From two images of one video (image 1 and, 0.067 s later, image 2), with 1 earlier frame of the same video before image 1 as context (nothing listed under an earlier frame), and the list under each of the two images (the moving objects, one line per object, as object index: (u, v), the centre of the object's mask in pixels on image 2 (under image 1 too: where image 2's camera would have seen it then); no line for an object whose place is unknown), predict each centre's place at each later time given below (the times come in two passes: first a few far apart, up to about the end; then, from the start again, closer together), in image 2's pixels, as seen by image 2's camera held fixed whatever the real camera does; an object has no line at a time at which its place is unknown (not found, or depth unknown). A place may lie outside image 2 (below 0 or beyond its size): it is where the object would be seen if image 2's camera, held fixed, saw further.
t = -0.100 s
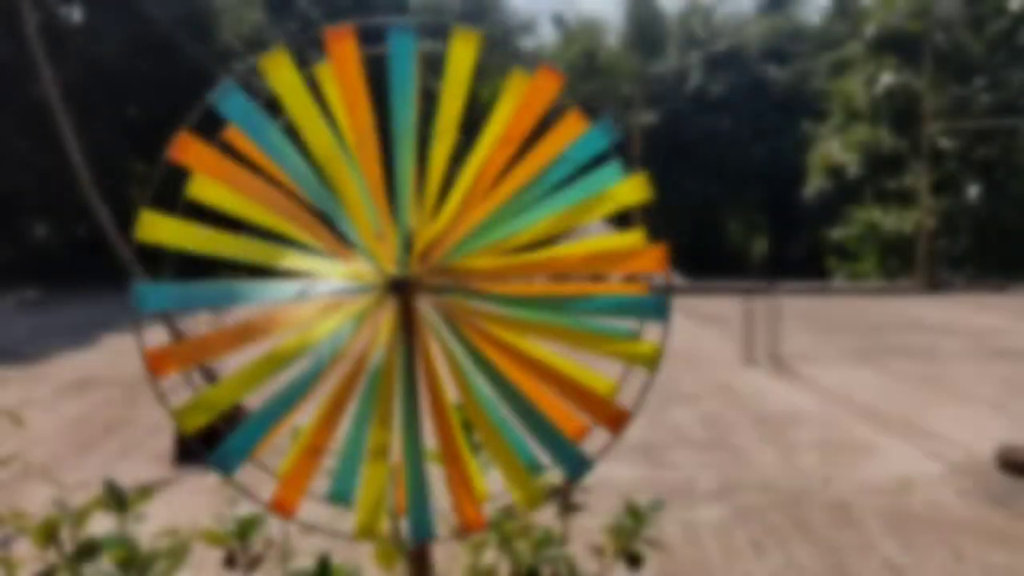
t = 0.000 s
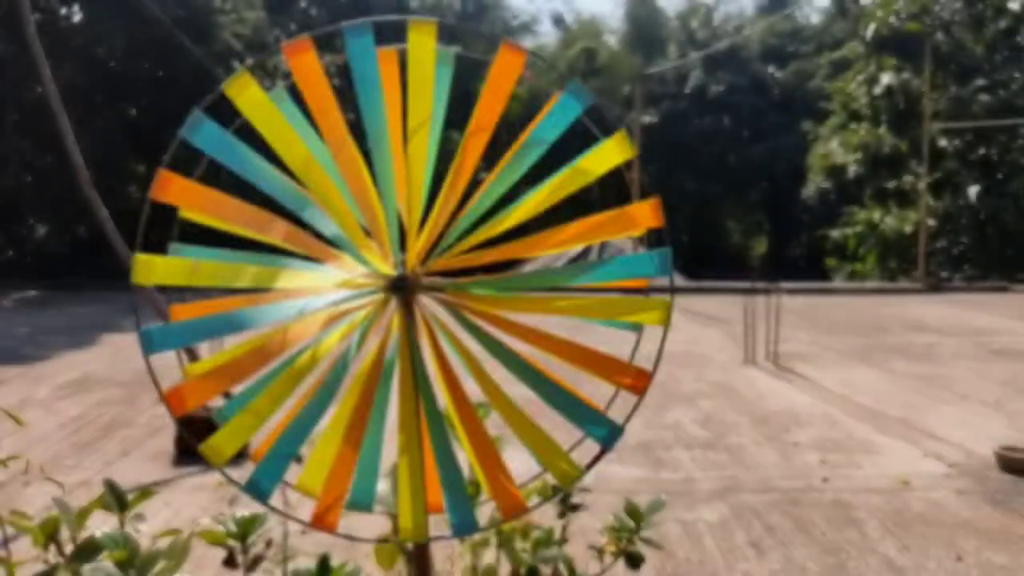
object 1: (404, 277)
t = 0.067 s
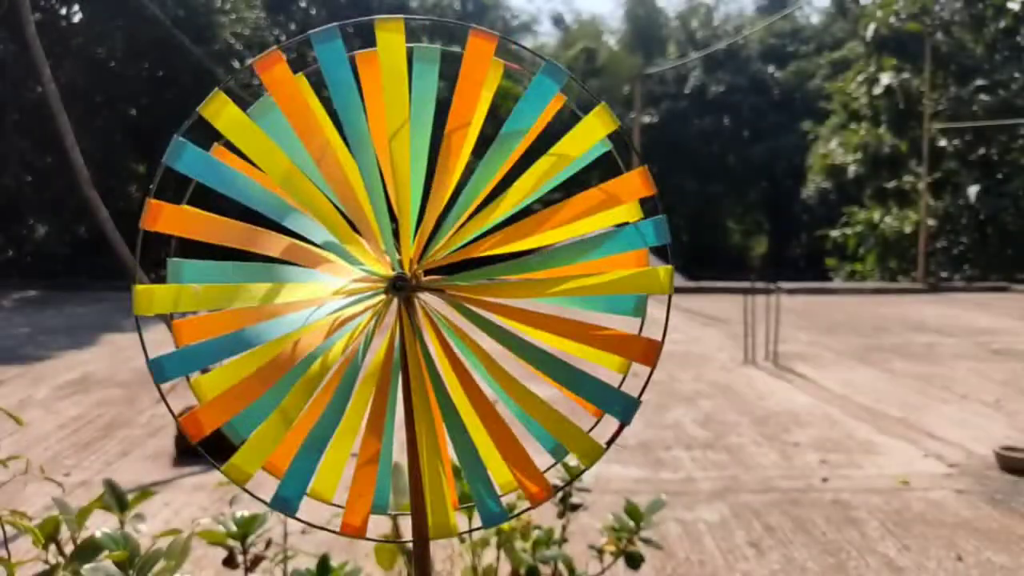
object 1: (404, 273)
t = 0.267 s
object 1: (403, 269)
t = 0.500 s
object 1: (407, 268)
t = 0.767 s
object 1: (407, 267)
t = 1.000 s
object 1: (407, 266)
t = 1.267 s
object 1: (402, 266)
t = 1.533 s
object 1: (398, 263)
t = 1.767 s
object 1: (393, 265)
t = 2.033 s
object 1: (383, 273)
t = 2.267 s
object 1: (405, 278)
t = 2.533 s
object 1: (389, 263)
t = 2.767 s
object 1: (389, 277)
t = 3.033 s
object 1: (391, 262)
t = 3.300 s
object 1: (400, 274)
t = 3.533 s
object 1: (386, 269)
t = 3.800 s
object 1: (402, 267)
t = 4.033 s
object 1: (386, 277)
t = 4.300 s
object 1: (389, 262)
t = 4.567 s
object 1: (403, 277)
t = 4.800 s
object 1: (390, 272)
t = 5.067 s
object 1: (402, 268)
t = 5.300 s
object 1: (390, 280)
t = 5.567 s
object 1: (390, 276)
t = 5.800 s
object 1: (402, 263)
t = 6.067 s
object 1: (399, 264)
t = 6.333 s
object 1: (397, 268)
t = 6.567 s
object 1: (396, 270)
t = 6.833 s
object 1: (404, 276)
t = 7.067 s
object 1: (403, 283)
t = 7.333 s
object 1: (409, 280)
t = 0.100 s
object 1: (405, 272)
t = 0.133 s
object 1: (404, 271)
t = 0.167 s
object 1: (403, 270)
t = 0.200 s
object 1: (404, 269)
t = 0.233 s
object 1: (404, 270)
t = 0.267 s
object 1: (403, 269)
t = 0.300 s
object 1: (404, 269)
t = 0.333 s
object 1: (405, 270)
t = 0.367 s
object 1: (406, 271)
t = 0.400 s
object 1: (407, 271)
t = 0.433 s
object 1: (408, 269)
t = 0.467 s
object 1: (408, 268)
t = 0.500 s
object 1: (407, 268)
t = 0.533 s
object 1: (408, 269)
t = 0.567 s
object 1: (408, 267)
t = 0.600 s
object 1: (408, 266)
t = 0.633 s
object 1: (407, 266)
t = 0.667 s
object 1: (404, 266)
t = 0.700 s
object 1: (406, 266)
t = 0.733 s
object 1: (406, 266)
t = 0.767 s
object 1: (407, 267)
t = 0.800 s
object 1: (407, 266)
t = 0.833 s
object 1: (408, 266)
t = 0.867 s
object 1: (407, 266)
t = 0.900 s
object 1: (407, 266)
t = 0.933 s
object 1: (406, 266)
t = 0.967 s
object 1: (406, 264)
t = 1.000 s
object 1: (407, 266)
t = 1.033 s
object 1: (407, 265)
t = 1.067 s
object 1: (407, 264)
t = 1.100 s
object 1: (408, 263)
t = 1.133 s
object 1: (407, 263)
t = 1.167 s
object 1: (405, 265)
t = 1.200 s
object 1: (402, 266)
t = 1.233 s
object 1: (401, 265)
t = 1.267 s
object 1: (402, 266)
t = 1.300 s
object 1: (401, 264)
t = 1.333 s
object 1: (400, 262)
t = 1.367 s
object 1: (399, 261)
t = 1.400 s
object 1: (400, 261)
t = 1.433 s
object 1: (400, 262)
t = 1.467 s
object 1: (401, 265)
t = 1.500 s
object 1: (399, 264)
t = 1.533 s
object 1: (398, 263)
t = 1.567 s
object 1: (397, 263)
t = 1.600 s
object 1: (400, 261)
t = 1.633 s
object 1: (396, 263)
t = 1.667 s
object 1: (391, 264)
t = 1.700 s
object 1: (395, 262)
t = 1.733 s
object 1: (395, 263)
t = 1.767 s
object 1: (393, 265)
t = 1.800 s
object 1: (393, 264)
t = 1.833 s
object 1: (393, 263)
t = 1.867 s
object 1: (392, 262)
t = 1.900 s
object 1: (391, 263)
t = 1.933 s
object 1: (387, 269)
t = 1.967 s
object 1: (385, 269)
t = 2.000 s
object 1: (388, 270)
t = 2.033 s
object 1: (383, 273)
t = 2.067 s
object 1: (386, 275)
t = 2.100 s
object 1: (390, 277)
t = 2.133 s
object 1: (388, 282)
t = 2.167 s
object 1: (397, 281)
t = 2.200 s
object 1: (402, 278)
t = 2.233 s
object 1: (403, 277)
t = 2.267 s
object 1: (405, 278)
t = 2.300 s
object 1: (408, 273)
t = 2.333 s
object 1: (407, 267)
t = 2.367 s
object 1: (403, 269)
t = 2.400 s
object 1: (403, 268)
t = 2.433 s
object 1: (403, 265)
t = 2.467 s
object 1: (398, 262)
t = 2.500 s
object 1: (394, 260)
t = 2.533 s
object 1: (389, 263)
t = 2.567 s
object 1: (389, 265)
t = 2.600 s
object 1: (384, 268)
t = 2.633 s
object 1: (382, 269)
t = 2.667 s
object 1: (384, 272)
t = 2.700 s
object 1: (386, 274)
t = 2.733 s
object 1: (389, 277)
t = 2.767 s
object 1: (389, 277)
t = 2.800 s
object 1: (392, 275)
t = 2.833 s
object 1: (396, 279)
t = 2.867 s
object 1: (402, 278)
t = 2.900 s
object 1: (401, 274)
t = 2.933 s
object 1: (403, 270)
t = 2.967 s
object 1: (401, 266)
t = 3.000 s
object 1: (392, 264)
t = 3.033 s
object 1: (391, 262)
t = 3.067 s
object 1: (387, 266)
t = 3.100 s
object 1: (382, 267)
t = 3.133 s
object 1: (379, 269)
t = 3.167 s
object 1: (378, 273)
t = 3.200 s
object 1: (383, 278)
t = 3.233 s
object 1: (391, 281)
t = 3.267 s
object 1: (397, 277)
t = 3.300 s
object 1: (400, 274)
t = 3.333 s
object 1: (403, 272)
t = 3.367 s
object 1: (403, 271)
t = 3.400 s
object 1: (408, 267)
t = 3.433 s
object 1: (406, 262)
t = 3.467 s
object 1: (397, 263)
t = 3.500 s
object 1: (388, 266)
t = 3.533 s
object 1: (386, 269)
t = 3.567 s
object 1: (386, 272)
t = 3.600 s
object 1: (385, 277)
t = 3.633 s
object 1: (387, 282)
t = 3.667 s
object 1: (389, 283)
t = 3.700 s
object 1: (395, 279)
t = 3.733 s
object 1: (396, 277)
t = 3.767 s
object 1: (398, 271)
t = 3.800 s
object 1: (402, 267)
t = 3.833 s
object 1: (395, 265)
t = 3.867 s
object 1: (391, 260)
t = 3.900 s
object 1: (389, 262)
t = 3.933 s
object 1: (380, 267)
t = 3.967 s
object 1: (384, 269)
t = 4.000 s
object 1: (385, 274)
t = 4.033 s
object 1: (386, 277)
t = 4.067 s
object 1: (392, 278)
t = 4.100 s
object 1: (395, 272)
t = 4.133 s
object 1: (392, 276)
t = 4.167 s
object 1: (399, 274)
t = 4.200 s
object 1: (402, 269)
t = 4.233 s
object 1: (400, 262)
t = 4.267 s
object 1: (390, 258)
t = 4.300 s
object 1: (389, 262)
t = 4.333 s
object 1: (389, 265)
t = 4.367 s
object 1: (384, 271)
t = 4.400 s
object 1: (384, 274)
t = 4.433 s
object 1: (388, 275)
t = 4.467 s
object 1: (394, 279)
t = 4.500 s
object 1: (400, 279)
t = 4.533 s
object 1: (404, 276)
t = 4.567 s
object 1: (403, 277)
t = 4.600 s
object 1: (408, 269)
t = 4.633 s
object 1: (405, 267)
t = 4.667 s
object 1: (406, 261)
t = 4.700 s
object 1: (398, 260)
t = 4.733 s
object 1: (392, 263)
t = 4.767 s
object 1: (390, 265)
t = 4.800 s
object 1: (390, 272)
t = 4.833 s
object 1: (389, 275)
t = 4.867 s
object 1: (389, 279)
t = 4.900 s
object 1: (393, 281)
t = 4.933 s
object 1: (398, 280)
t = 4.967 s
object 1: (400, 277)
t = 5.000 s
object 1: (404, 279)
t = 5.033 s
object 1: (402, 269)
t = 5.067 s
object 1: (402, 268)
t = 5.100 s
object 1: (399, 264)
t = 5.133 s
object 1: (393, 265)
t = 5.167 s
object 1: (389, 265)
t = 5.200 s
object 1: (386, 270)
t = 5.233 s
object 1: (384, 273)
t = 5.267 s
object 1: (383, 279)
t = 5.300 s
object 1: (390, 280)
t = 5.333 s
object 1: (400, 272)
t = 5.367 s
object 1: (396, 272)
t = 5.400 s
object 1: (403, 267)
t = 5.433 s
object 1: (402, 265)
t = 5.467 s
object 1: (396, 260)
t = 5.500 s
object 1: (392, 261)
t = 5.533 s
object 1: (390, 267)
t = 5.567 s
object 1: (390, 276)
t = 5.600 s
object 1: (398, 281)
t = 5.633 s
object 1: (408, 279)
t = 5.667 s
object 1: (417, 275)
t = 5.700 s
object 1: (415, 268)
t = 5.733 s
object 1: (409, 266)
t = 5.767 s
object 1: (406, 260)
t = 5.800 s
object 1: (402, 263)
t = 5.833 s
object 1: (395, 269)
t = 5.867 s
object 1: (394, 273)
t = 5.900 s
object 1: (398, 279)
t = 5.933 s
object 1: (405, 281)
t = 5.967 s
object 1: (411, 274)
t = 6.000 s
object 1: (411, 267)
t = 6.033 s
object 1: (404, 262)
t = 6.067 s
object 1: (399, 264)
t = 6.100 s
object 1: (392, 268)
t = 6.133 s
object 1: (397, 273)
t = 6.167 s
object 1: (402, 281)
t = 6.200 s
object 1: (414, 274)
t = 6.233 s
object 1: (410, 269)
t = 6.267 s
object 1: (412, 263)
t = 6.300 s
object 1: (405, 258)
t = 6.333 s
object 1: (397, 268)
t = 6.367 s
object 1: (397, 276)
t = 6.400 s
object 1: (405, 283)
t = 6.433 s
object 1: (416, 277)
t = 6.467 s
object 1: (417, 267)
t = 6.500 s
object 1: (413, 264)
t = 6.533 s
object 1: (402, 263)
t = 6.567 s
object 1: (396, 270)
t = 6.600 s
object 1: (396, 276)
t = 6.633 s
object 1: (401, 282)
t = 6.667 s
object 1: (414, 278)
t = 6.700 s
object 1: (412, 271)
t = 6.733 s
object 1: (406, 262)
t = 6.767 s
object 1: (401, 263)
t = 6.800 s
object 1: (393, 266)
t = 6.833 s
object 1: (404, 276)
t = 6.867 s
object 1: (410, 279)
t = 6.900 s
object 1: (415, 274)
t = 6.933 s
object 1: (412, 266)
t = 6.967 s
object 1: (408, 260)
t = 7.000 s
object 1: (402, 267)
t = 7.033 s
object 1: (398, 276)
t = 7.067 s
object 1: (403, 283)
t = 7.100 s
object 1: (412, 282)
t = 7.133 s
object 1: (417, 278)
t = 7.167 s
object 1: (412, 267)
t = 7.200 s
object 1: (408, 265)
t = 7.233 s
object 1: (399, 268)
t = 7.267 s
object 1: (396, 273)
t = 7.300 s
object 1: (399, 280)
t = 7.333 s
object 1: (409, 280)
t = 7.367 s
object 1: (412, 274)
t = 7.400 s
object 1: (407, 265)
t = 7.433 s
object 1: (402, 260)
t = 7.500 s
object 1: (385, 276)
